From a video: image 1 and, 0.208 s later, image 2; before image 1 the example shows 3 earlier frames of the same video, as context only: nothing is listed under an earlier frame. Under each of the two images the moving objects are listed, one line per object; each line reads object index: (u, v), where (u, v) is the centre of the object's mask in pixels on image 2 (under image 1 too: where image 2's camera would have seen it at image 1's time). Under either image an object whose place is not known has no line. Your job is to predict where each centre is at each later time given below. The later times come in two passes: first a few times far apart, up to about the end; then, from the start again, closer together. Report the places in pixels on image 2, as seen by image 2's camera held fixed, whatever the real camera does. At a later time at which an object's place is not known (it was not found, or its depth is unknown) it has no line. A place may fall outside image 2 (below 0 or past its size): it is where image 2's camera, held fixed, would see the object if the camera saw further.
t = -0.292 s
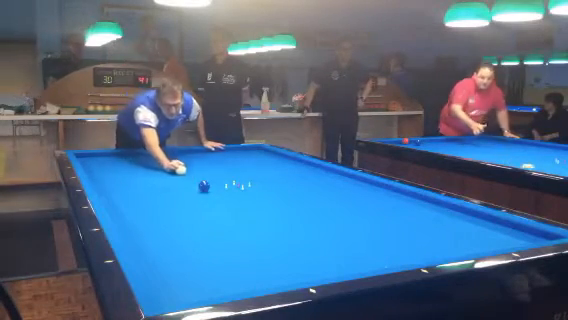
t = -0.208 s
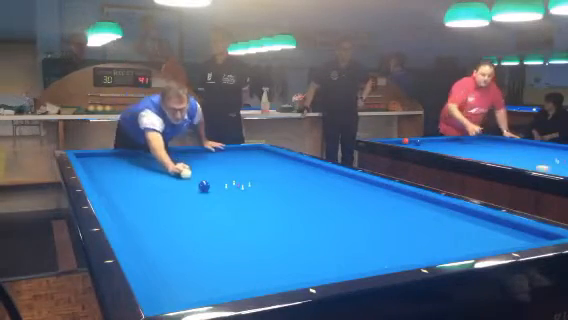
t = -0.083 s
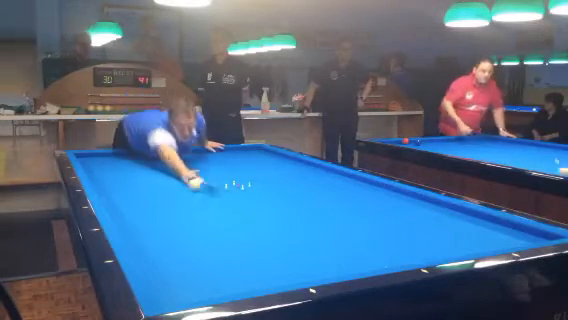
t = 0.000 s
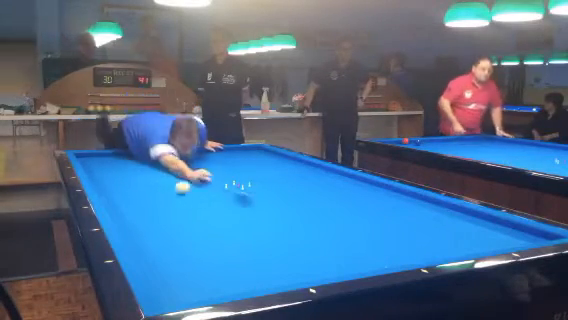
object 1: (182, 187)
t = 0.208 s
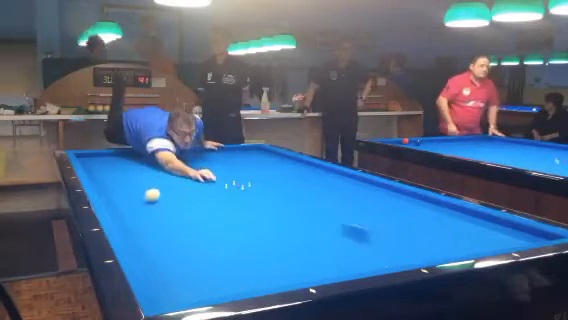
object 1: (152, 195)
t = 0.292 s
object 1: (140, 198)
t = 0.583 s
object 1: (127, 207)
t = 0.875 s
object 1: (160, 210)
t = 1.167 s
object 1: (191, 213)
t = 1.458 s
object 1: (222, 218)
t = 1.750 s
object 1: (254, 222)
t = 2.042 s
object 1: (286, 225)
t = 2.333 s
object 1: (319, 230)
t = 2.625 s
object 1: (353, 234)
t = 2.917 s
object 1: (387, 238)
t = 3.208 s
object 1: (421, 242)
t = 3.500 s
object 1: (457, 246)
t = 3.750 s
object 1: (484, 247)
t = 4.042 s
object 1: (487, 243)
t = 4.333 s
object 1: (489, 239)
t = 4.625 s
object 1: (491, 235)
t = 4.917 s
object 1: (493, 231)
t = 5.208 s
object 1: (494, 228)
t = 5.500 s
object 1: (496, 224)
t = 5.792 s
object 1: (504, 224)
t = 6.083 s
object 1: (497, 225)
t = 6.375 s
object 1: (490, 226)
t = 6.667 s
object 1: (484, 228)
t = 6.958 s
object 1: (478, 229)
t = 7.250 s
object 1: (472, 230)
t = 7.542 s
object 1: (467, 231)
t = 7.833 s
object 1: (463, 231)
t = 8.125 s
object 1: (458, 231)
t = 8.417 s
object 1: (455, 232)
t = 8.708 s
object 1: (453, 232)
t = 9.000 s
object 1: (451, 233)
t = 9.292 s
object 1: (451, 233)
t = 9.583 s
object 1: (450, 233)
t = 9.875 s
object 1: (450, 233)
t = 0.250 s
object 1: (146, 196)
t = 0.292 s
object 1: (140, 198)
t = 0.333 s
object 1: (134, 200)
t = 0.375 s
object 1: (127, 201)
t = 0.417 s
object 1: (120, 203)
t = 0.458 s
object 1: (114, 204)
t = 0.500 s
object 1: (115, 205)
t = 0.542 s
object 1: (121, 206)
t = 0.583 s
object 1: (127, 207)
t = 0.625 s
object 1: (133, 207)
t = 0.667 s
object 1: (138, 208)
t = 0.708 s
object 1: (142, 208)
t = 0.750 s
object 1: (147, 208)
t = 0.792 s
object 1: (151, 209)
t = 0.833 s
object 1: (155, 210)
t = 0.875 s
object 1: (160, 210)
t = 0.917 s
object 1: (164, 211)
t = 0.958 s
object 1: (169, 211)
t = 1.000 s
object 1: (173, 212)
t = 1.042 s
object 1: (177, 212)
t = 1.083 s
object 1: (182, 213)
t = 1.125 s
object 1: (187, 213)
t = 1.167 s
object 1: (191, 213)
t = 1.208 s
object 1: (195, 214)
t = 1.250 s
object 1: (199, 215)
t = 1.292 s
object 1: (204, 215)
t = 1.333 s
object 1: (208, 216)
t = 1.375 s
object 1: (213, 217)
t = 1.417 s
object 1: (217, 217)
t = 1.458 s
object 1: (222, 218)
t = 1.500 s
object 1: (226, 218)
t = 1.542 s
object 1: (231, 219)
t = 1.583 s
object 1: (236, 219)
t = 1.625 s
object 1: (240, 220)
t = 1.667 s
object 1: (245, 220)
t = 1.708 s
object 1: (249, 221)
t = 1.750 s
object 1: (254, 222)
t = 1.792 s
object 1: (258, 222)
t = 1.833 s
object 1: (263, 222)
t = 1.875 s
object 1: (267, 223)
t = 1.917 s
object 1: (272, 224)
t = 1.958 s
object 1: (277, 224)
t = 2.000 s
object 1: (282, 225)
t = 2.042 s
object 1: (286, 225)
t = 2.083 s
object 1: (291, 226)
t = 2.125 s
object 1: (296, 226)
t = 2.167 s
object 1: (300, 227)
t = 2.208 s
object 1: (305, 228)
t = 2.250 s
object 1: (310, 228)
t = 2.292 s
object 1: (314, 229)
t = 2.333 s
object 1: (319, 230)
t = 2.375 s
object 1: (324, 230)
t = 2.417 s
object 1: (328, 231)
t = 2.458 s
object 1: (333, 231)
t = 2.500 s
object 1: (338, 232)
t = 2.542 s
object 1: (343, 232)
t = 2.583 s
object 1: (348, 233)
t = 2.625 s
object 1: (353, 234)
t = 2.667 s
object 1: (357, 234)
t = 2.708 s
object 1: (362, 235)
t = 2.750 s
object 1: (367, 236)
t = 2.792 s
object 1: (372, 236)
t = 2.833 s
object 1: (377, 237)
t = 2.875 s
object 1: (382, 238)
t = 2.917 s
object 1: (387, 238)
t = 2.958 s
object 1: (391, 239)
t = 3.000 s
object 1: (397, 239)
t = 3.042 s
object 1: (401, 240)
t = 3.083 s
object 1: (406, 240)
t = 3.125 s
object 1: (412, 241)
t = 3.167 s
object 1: (416, 242)
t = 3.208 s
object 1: (421, 242)
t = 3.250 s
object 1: (427, 243)
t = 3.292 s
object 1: (432, 244)
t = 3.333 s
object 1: (437, 244)
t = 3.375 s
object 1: (442, 245)
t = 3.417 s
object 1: (447, 245)
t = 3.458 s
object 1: (452, 246)
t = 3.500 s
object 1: (457, 246)
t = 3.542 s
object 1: (462, 246)
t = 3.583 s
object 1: (467, 247)
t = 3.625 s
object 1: (472, 247)
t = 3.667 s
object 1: (477, 247)
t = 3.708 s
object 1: (482, 247)
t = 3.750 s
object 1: (484, 247)
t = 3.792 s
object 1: (484, 246)
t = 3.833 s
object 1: (485, 246)
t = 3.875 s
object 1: (485, 245)
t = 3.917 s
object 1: (486, 244)
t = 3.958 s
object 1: (486, 244)
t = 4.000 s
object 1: (486, 243)
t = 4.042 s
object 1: (487, 243)
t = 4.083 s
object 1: (487, 242)
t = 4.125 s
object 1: (488, 242)
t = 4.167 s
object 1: (488, 241)
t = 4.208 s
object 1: (488, 241)
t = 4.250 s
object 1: (489, 240)
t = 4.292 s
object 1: (489, 240)
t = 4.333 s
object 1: (489, 239)
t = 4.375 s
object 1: (490, 239)
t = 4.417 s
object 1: (490, 238)
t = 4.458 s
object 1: (490, 237)
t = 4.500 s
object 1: (491, 237)
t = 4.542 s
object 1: (491, 236)
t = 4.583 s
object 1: (491, 236)
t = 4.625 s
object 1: (491, 235)
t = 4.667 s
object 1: (492, 235)
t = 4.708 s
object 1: (492, 234)
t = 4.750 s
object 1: (492, 233)
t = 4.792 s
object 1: (492, 233)
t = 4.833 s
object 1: (492, 232)
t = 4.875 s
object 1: (493, 231)
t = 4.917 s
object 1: (493, 231)
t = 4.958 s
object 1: (493, 230)
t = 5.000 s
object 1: (493, 230)
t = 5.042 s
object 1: (493, 229)
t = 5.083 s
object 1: (494, 229)
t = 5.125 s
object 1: (494, 228)
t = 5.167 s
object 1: (494, 228)
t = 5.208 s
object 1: (494, 228)
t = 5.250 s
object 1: (494, 227)
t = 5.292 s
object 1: (494, 227)
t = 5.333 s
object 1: (494, 226)
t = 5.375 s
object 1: (495, 226)
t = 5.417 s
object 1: (495, 226)
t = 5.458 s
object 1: (495, 225)
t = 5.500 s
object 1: (496, 224)
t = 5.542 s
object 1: (499, 224)
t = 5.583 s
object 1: (501, 224)
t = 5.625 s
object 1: (503, 224)
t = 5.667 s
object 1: (505, 224)
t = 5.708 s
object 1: (506, 223)
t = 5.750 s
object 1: (505, 224)
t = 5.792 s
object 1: (504, 224)
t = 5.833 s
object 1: (503, 224)
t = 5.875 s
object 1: (502, 224)
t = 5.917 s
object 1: (501, 224)
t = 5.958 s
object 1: (500, 224)
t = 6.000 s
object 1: (498, 224)
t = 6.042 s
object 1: (497, 225)
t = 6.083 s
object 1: (497, 225)
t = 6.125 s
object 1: (496, 225)
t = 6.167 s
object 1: (495, 226)
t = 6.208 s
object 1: (494, 226)
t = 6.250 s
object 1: (493, 226)
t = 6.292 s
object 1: (492, 226)
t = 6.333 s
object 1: (491, 226)
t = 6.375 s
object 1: (490, 226)
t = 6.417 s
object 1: (489, 226)
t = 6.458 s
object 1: (488, 227)
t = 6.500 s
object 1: (487, 227)
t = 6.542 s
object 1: (486, 227)
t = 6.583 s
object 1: (486, 227)
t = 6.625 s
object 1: (485, 227)
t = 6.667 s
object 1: (484, 228)
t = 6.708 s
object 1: (483, 228)
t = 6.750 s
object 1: (482, 228)
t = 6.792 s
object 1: (482, 228)
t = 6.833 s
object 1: (481, 228)
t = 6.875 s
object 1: (479, 229)
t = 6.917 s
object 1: (479, 229)
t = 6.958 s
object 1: (478, 229)
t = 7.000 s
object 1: (477, 229)
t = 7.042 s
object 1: (476, 229)
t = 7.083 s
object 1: (476, 229)
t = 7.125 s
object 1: (475, 230)
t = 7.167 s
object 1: (474, 230)
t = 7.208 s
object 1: (473, 230)
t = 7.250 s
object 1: (472, 230)
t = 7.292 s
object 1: (472, 230)
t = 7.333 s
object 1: (471, 230)
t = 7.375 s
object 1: (470, 230)
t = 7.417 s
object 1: (469, 231)
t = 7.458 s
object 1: (468, 231)
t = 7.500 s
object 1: (468, 230)
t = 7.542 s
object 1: (467, 231)
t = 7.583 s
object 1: (466, 231)
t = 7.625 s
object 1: (466, 231)
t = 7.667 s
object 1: (465, 231)
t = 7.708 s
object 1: (464, 231)
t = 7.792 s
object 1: (463, 231)
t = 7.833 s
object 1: (463, 231)
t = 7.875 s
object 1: (462, 231)
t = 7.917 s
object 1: (461, 231)
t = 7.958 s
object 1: (460, 231)
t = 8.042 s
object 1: (459, 231)
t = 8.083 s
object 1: (458, 231)
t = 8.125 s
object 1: (458, 231)
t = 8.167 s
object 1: (457, 231)
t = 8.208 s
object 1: (457, 232)
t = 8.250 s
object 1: (457, 232)
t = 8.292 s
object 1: (457, 232)
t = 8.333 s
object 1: (456, 232)
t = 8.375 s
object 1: (455, 232)
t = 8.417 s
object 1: (455, 232)
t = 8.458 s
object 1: (454, 231)
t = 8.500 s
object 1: (455, 232)
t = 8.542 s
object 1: (454, 232)
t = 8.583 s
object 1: (454, 232)
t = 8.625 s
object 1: (454, 232)
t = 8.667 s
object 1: (453, 232)
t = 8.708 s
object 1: (453, 232)
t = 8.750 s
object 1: (452, 233)
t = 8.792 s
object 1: (452, 233)
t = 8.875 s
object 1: (452, 233)
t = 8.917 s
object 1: (452, 233)
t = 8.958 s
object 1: (451, 233)
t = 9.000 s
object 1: (451, 233)
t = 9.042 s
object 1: (452, 233)
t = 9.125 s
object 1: (451, 233)
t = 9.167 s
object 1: (451, 233)
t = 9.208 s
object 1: (451, 233)
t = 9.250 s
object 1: (451, 233)
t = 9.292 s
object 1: (451, 233)
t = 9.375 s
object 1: (450, 233)
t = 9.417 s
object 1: (450, 233)
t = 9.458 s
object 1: (450, 233)
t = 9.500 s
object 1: (450, 233)
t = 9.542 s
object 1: (450, 233)
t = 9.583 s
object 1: (450, 233)
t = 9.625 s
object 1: (450, 233)
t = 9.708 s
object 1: (450, 233)
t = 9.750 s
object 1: (450, 233)
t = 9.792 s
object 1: (450, 233)
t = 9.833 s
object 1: (450, 233)
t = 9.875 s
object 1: (450, 233)
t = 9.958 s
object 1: (450, 233)
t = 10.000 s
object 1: (450, 233)
